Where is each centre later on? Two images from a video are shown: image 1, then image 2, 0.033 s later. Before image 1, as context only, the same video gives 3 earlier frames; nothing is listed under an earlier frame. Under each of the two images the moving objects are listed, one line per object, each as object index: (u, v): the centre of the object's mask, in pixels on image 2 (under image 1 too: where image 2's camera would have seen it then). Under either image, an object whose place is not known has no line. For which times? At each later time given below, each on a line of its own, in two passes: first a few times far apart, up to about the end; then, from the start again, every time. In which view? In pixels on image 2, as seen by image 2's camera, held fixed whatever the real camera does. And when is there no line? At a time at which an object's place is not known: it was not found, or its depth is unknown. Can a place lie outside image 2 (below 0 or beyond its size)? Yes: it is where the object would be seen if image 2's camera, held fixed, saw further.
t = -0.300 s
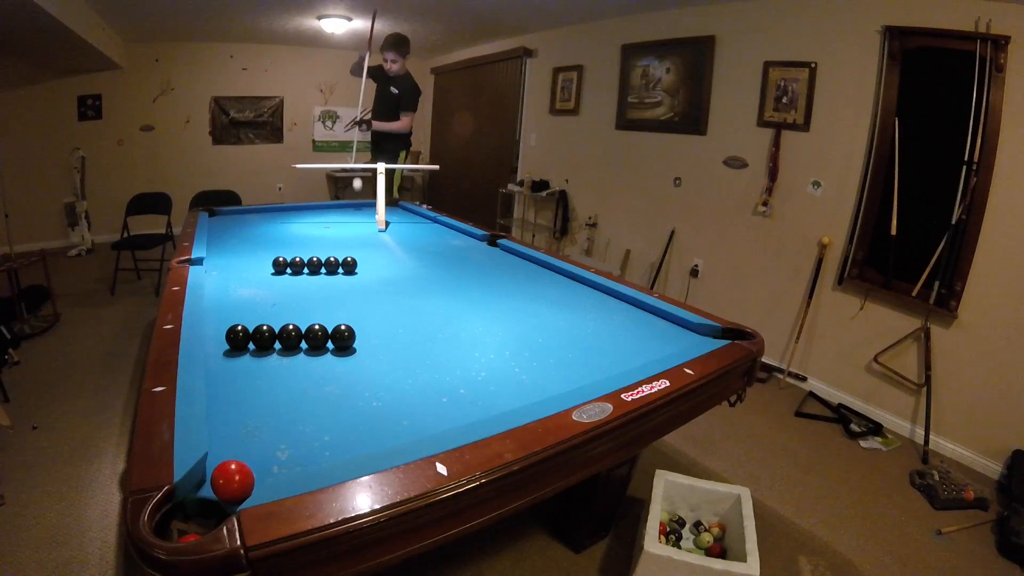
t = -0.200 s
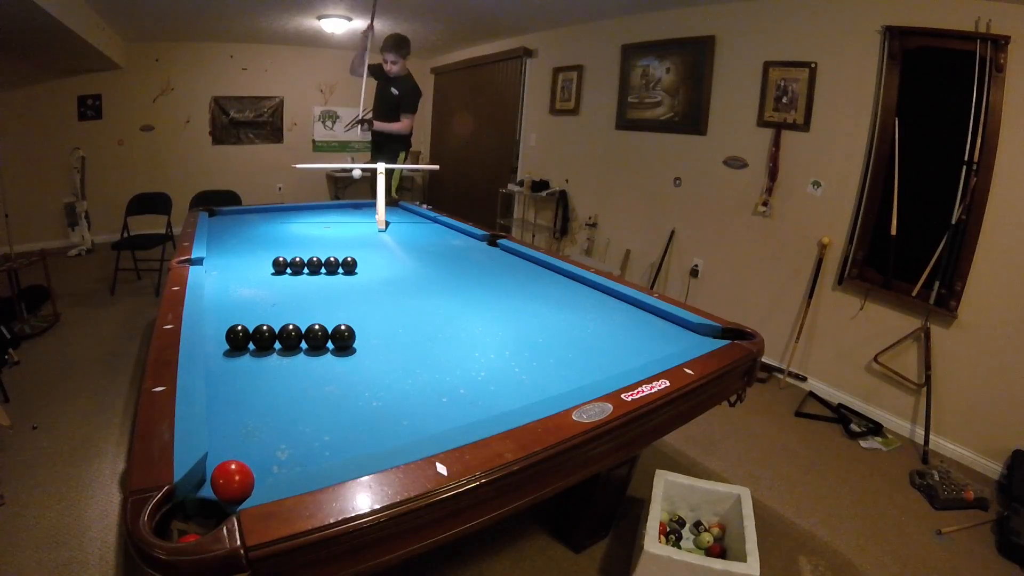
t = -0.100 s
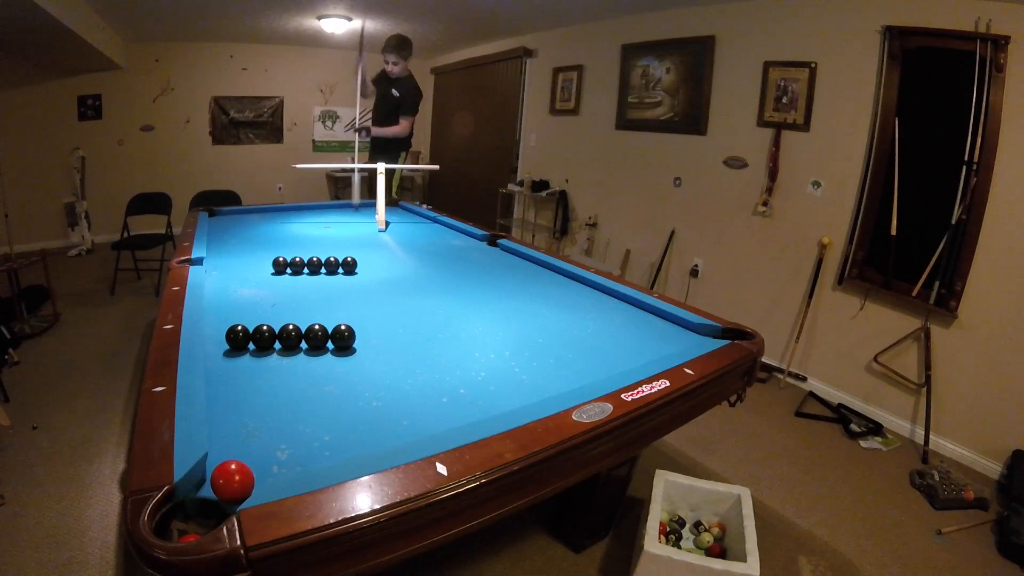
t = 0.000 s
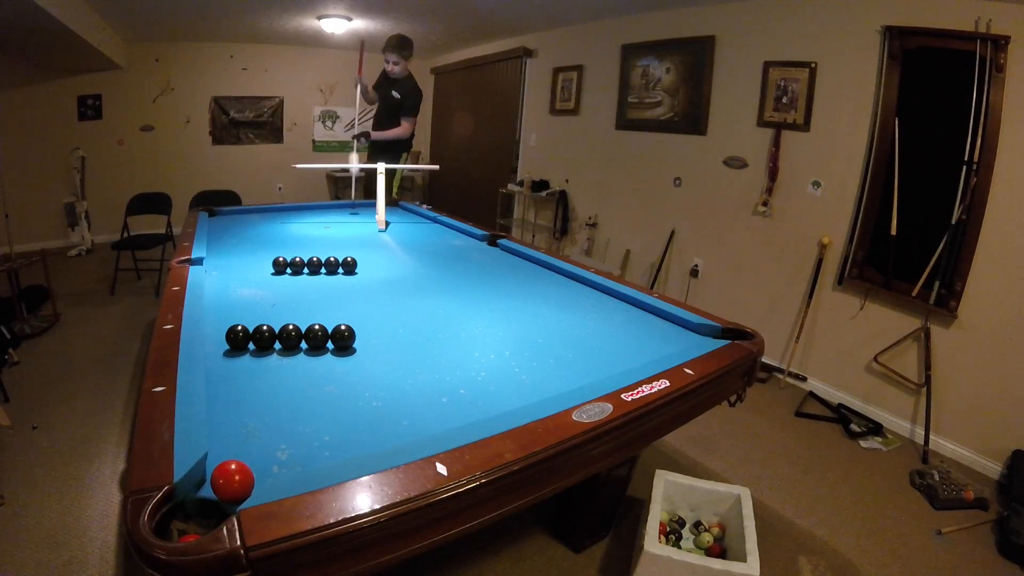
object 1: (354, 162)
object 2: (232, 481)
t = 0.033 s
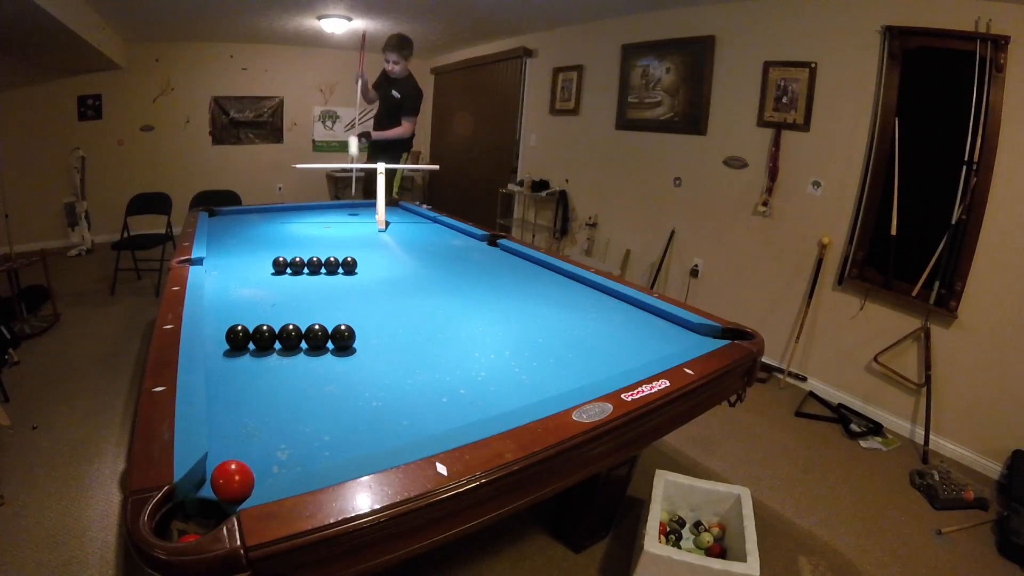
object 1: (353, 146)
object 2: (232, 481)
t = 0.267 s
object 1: (347, 70)
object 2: (232, 482)
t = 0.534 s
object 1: (328, 124)
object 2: (232, 481)
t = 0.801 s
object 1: (301, 206)
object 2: (232, 481)
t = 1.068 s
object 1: (256, 258)
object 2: (232, 481)
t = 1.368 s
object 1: (258, 420)
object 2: (204, 519)
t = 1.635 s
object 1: (269, 452)
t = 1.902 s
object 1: (265, 429)
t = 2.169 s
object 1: (260, 408)
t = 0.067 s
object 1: (352, 130)
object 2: (232, 481)
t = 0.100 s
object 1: (352, 115)
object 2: (232, 481)
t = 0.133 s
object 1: (351, 102)
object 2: (232, 481)
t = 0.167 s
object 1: (350, 91)
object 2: (232, 481)
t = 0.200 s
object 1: (349, 81)
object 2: (232, 482)
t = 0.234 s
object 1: (348, 74)
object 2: (232, 481)
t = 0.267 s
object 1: (347, 70)
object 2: (232, 482)
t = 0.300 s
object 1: (345, 66)
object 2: (232, 481)
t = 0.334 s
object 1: (344, 66)
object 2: (232, 482)
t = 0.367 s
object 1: (342, 67)
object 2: (232, 481)
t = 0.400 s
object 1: (340, 71)
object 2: (232, 481)
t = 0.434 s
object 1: (337, 79)
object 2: (232, 481)
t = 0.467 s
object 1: (334, 89)
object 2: (232, 481)
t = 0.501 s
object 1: (331, 106)
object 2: (232, 481)
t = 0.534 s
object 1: (328, 124)
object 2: (232, 481)
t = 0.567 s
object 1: (325, 150)
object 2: (232, 481)
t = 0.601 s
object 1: (321, 184)
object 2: (232, 481)
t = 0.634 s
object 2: (232, 481)
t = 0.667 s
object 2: (232, 481)
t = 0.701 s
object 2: (232, 481)
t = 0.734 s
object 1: (308, 238)
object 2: (232, 481)
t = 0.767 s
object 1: (305, 219)
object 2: (232, 481)
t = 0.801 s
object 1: (301, 206)
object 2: (232, 481)
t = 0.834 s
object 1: (297, 196)
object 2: (232, 481)
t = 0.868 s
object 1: (292, 189)
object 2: (232, 481)
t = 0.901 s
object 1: (287, 186)
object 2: (232, 481)
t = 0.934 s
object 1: (282, 187)
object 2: (232, 481)
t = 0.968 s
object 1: (278, 191)
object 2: (232, 481)
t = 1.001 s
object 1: (271, 203)
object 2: (232, 481)
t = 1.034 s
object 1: (264, 225)
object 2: (232, 481)
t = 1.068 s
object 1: (256, 258)
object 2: (232, 481)
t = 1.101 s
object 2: (232, 481)
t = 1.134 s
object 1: (247, 368)
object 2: (232, 481)
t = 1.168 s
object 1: (246, 426)
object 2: (232, 482)
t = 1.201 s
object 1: (246, 435)
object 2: (213, 504)
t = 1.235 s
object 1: (245, 420)
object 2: (187, 520)
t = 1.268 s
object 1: (247, 411)
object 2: (190, 521)
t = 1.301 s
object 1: (249, 409)
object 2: (201, 514)
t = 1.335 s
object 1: (253, 411)
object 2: (203, 515)
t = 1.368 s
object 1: (258, 420)
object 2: (204, 519)
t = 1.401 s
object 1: (265, 435)
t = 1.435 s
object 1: (270, 449)
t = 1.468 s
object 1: (270, 447)
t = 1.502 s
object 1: (271, 448)
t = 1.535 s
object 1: (273, 454)
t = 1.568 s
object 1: (271, 454)
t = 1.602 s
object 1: (270, 456)
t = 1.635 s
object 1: (269, 452)
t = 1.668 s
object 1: (269, 451)
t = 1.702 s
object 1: (269, 448)
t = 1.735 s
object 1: (268, 445)
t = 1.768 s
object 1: (268, 442)
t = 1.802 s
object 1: (267, 438)
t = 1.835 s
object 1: (266, 435)
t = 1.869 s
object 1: (266, 432)
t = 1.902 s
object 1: (265, 429)
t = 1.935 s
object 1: (264, 426)
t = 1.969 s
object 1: (264, 423)
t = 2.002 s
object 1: (263, 421)
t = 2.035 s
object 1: (263, 418)
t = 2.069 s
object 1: (262, 415)
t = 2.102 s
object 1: (262, 412)
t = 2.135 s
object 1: (261, 410)
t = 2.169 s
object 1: (260, 408)
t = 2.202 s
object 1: (260, 405)
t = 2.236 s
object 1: (259, 403)
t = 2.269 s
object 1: (259, 401)
